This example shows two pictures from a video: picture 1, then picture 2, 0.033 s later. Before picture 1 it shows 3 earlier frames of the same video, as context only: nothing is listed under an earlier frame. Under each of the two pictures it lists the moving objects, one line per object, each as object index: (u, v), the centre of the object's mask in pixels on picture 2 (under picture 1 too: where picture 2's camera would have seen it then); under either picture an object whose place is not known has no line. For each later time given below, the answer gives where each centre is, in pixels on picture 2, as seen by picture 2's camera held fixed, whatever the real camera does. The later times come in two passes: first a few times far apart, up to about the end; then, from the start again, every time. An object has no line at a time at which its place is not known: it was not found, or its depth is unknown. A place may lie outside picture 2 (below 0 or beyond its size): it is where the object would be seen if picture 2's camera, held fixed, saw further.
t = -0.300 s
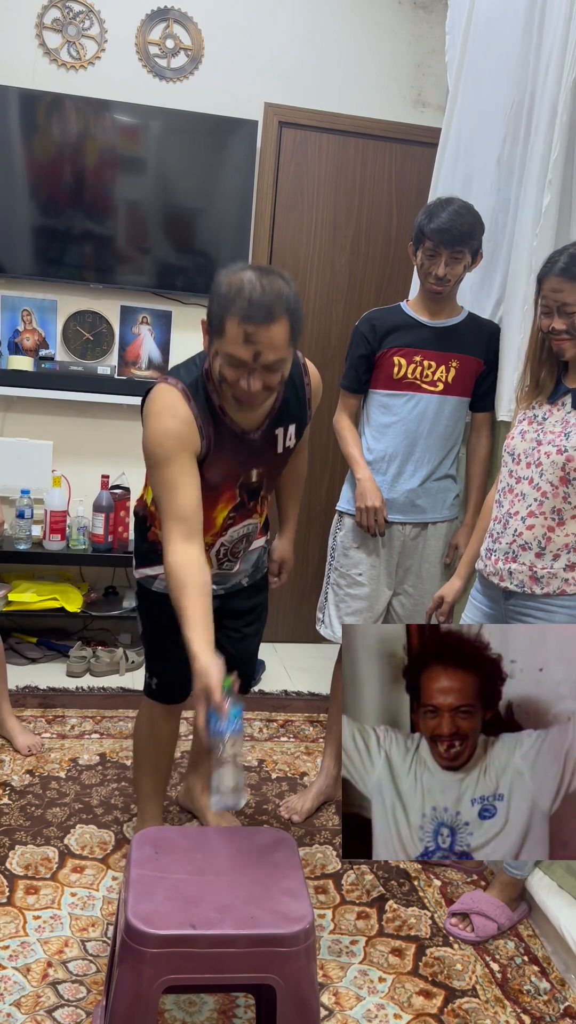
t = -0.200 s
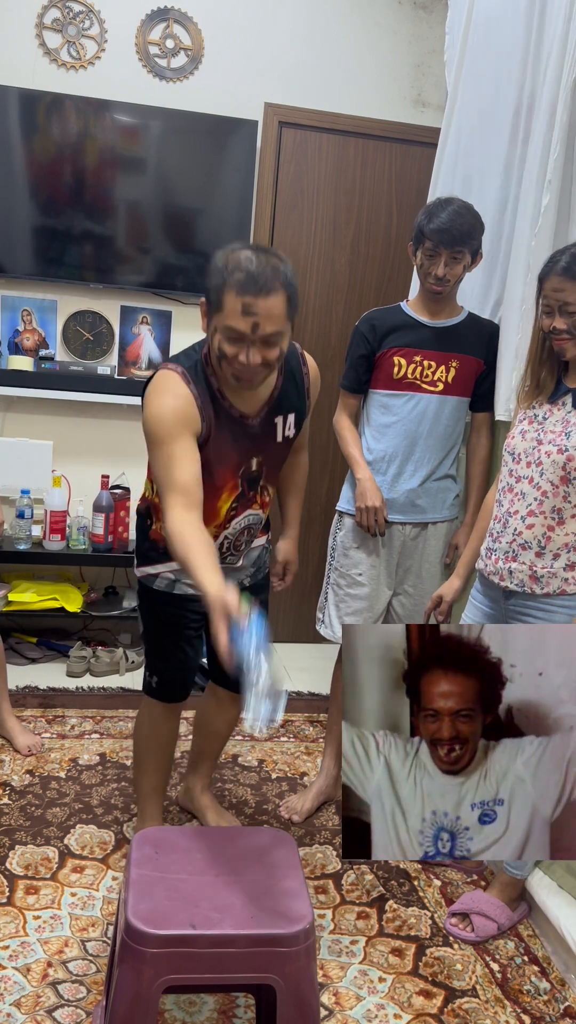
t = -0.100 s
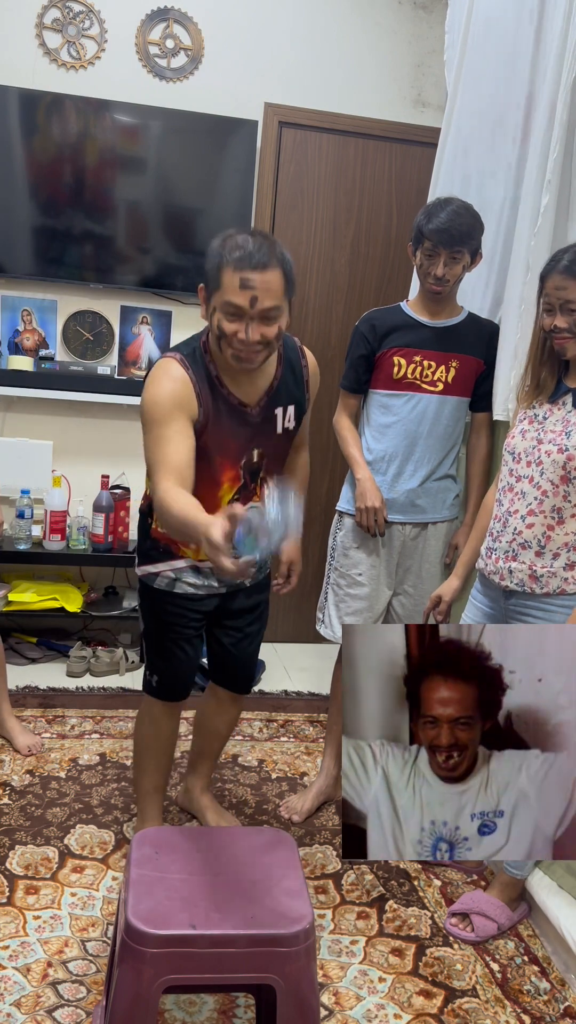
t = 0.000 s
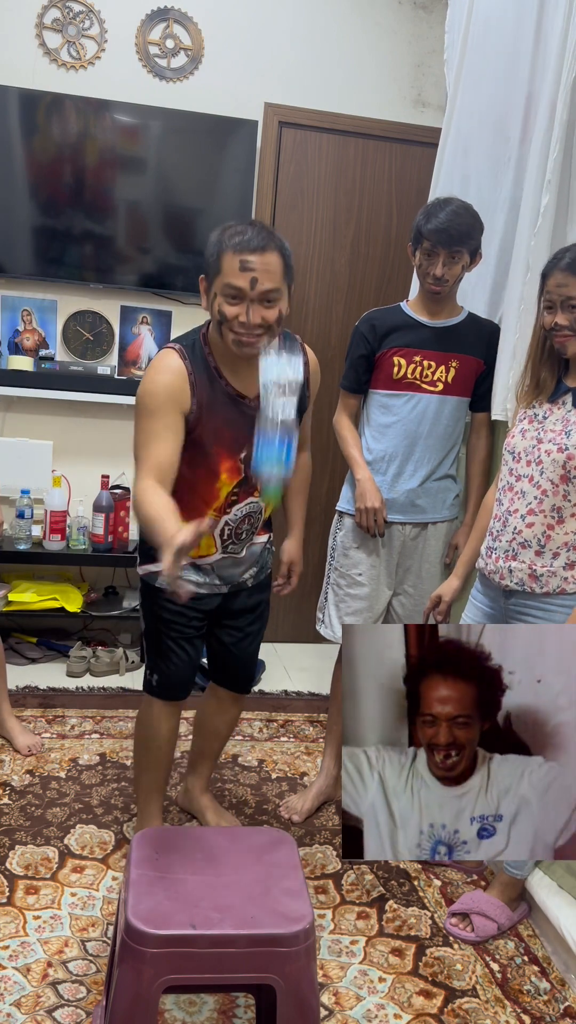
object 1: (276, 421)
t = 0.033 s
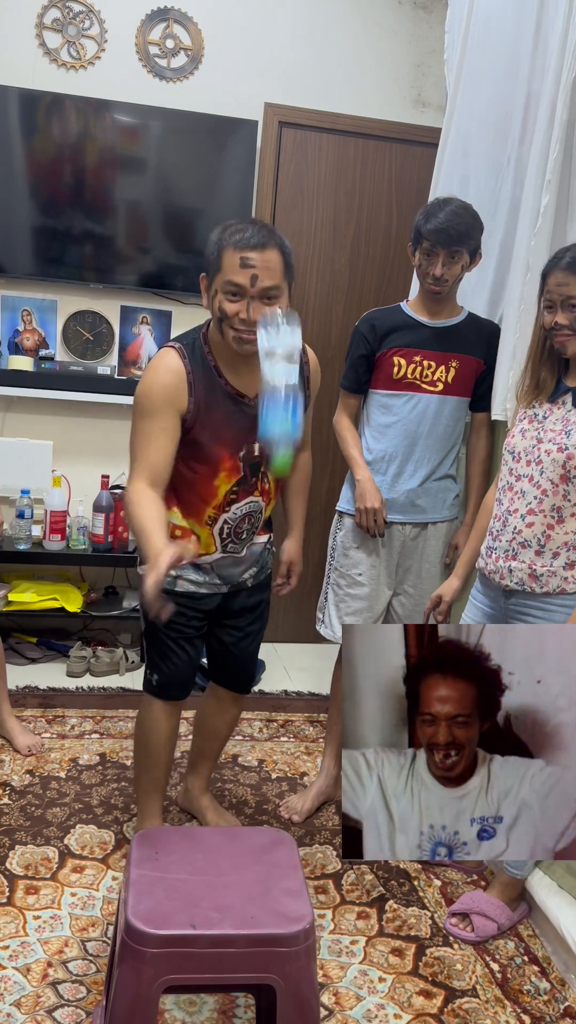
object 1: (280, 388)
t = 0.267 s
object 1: (268, 335)
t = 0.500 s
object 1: (211, 684)
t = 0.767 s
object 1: (179, 824)
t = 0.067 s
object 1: (283, 361)
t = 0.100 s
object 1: (284, 337)
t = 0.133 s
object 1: (283, 318)
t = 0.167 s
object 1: (282, 309)
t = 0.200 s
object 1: (277, 308)
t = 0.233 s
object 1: (273, 317)
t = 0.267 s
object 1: (268, 335)
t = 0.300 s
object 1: (261, 361)
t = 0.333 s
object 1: (254, 397)
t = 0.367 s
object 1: (246, 441)
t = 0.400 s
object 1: (237, 492)
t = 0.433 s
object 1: (229, 551)
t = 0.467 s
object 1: (220, 614)
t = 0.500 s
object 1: (211, 684)
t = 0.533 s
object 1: (202, 758)
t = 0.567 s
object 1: (193, 814)
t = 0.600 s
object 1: (189, 805)
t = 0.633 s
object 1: (189, 803)
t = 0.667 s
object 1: (188, 801)
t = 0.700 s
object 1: (184, 803)
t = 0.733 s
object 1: (181, 811)
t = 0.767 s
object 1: (179, 824)
